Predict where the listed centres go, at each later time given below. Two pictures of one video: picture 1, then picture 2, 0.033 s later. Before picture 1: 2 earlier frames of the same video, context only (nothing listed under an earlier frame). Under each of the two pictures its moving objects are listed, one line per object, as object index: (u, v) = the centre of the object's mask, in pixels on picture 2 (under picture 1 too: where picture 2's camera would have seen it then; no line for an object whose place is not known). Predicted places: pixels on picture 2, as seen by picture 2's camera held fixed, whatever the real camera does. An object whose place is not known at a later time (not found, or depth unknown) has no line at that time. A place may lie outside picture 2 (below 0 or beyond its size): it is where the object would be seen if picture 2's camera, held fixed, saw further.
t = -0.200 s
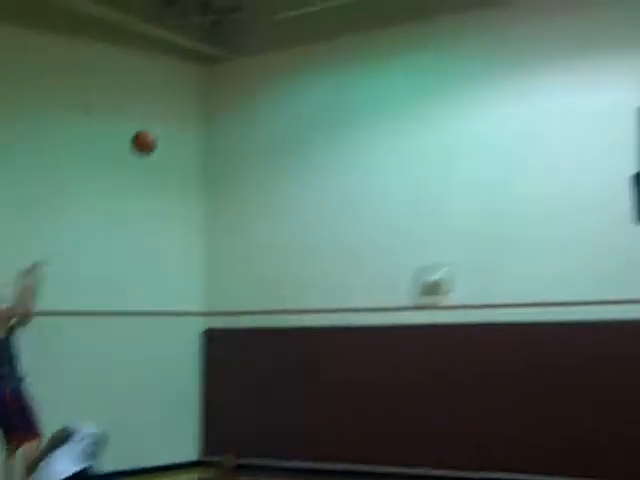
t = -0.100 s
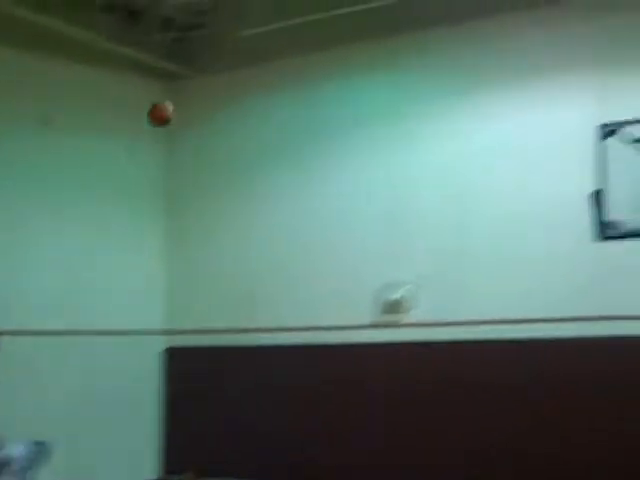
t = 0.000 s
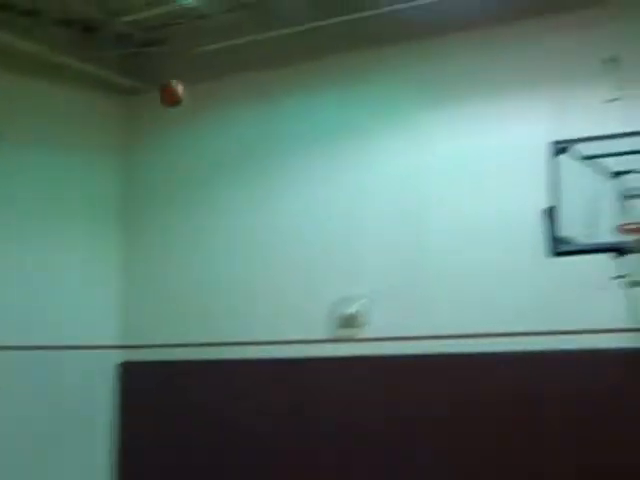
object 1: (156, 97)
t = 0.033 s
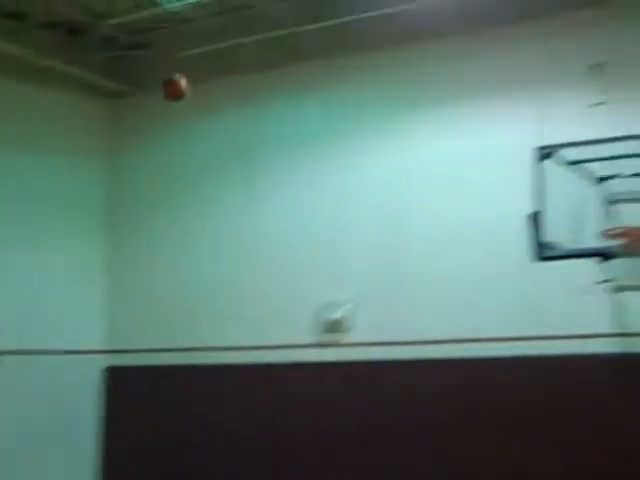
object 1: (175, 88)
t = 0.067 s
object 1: (193, 80)
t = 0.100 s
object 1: (211, 73)
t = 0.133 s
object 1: (229, 67)
